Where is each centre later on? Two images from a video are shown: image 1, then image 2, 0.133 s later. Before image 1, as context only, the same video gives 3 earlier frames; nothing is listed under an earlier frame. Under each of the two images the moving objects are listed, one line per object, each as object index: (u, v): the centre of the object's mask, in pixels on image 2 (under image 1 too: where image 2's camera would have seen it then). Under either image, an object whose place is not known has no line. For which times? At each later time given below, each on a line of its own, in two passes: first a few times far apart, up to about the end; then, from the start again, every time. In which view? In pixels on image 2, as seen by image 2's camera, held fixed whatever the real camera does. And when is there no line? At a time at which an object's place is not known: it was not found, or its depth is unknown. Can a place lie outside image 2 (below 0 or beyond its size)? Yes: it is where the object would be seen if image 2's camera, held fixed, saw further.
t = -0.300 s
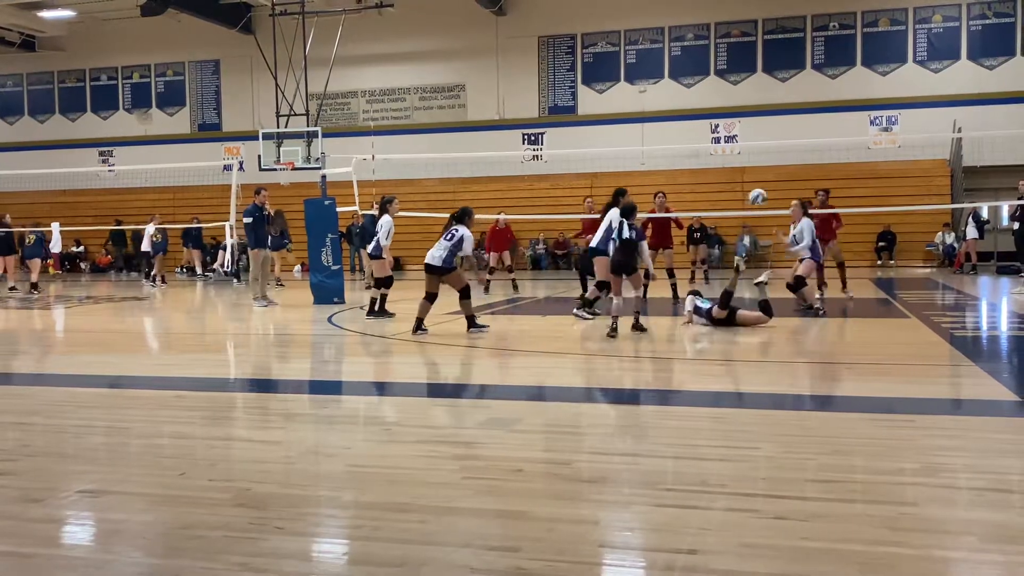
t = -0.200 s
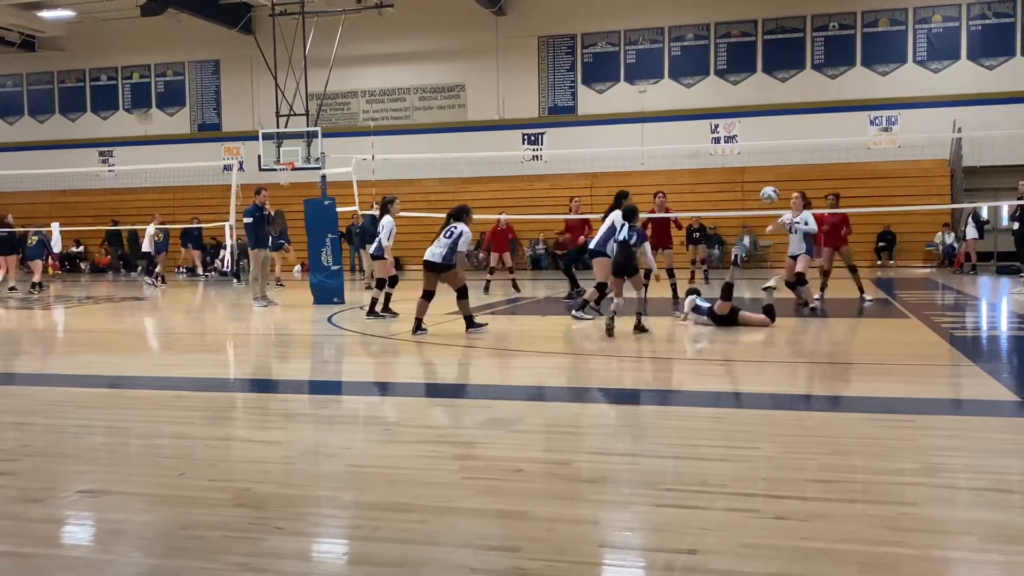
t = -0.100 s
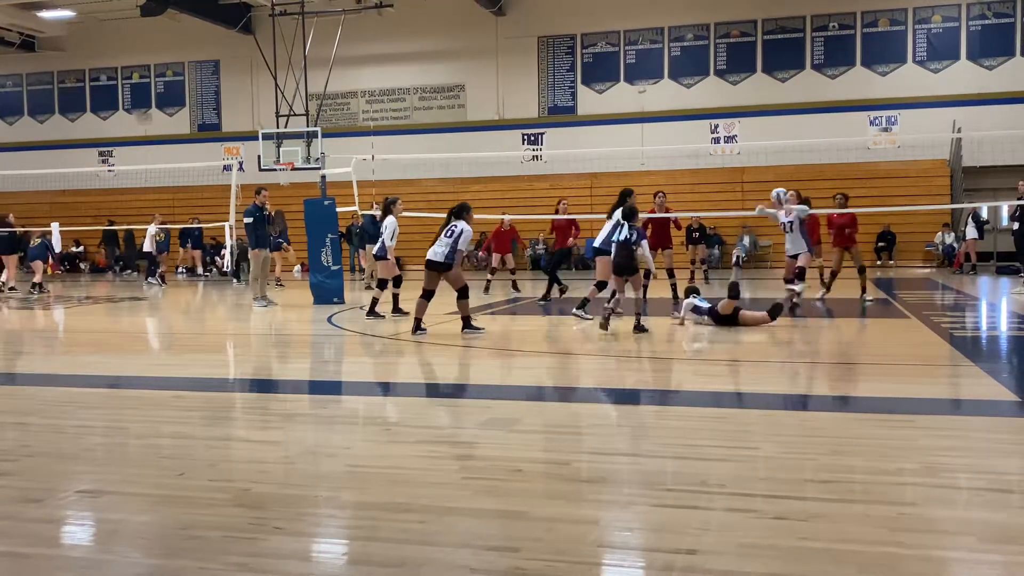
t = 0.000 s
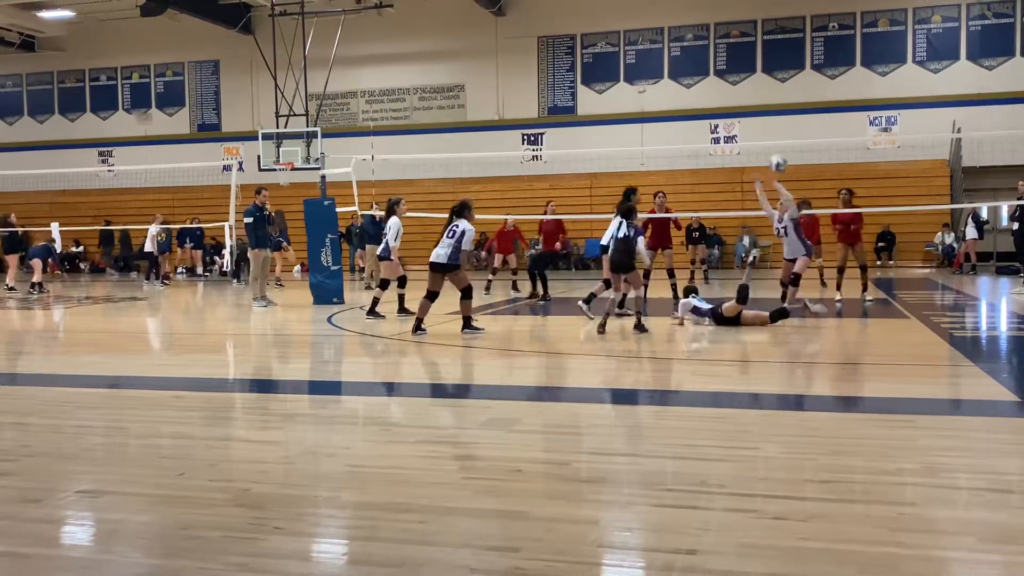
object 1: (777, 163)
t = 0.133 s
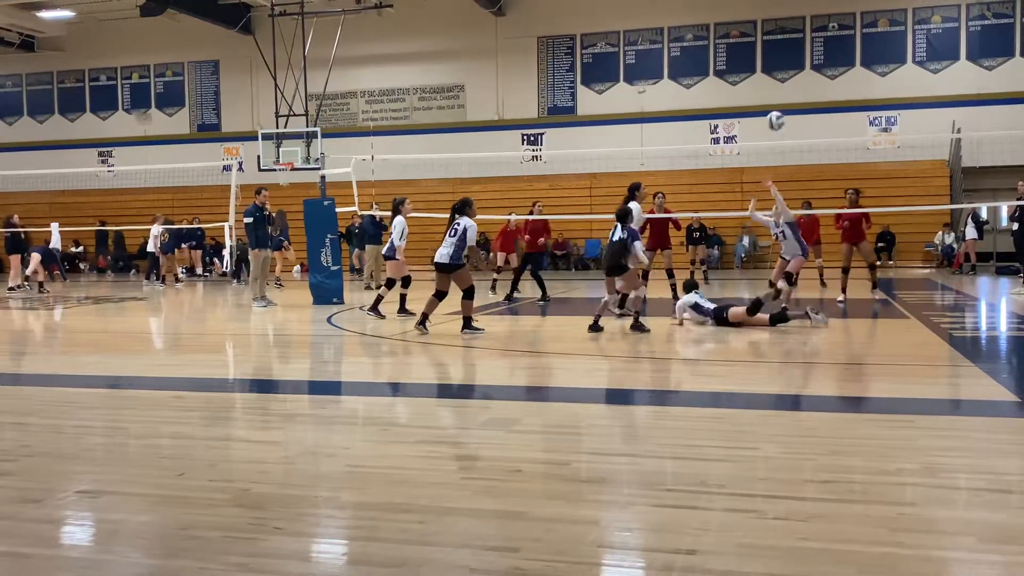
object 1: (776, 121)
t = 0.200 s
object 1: (773, 104)
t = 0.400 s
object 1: (769, 78)
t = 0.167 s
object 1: (774, 112)
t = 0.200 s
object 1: (773, 104)
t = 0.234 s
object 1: (773, 97)
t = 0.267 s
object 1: (772, 92)
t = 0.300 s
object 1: (771, 87)
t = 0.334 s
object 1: (771, 82)
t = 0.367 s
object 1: (770, 80)
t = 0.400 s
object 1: (769, 78)
